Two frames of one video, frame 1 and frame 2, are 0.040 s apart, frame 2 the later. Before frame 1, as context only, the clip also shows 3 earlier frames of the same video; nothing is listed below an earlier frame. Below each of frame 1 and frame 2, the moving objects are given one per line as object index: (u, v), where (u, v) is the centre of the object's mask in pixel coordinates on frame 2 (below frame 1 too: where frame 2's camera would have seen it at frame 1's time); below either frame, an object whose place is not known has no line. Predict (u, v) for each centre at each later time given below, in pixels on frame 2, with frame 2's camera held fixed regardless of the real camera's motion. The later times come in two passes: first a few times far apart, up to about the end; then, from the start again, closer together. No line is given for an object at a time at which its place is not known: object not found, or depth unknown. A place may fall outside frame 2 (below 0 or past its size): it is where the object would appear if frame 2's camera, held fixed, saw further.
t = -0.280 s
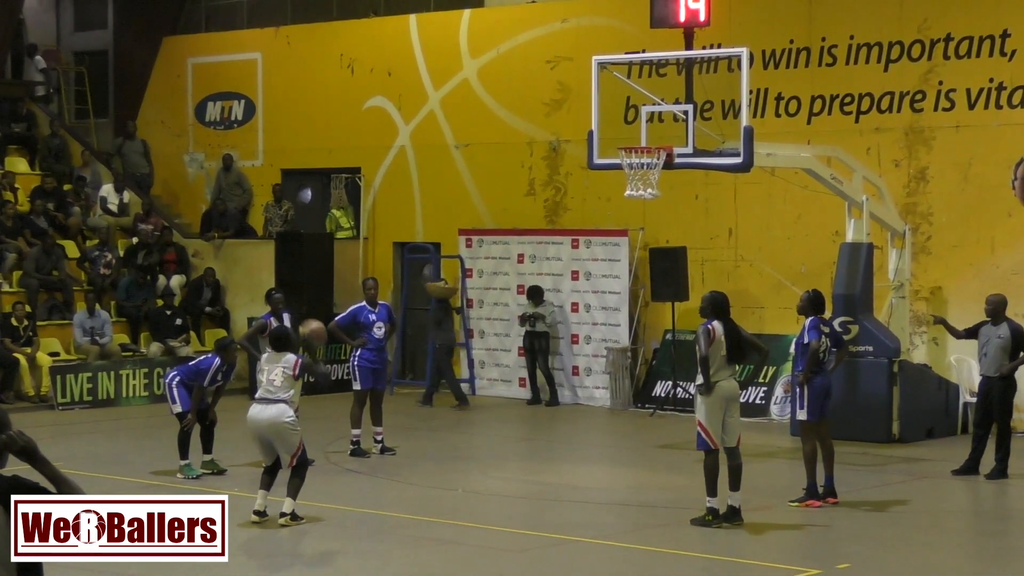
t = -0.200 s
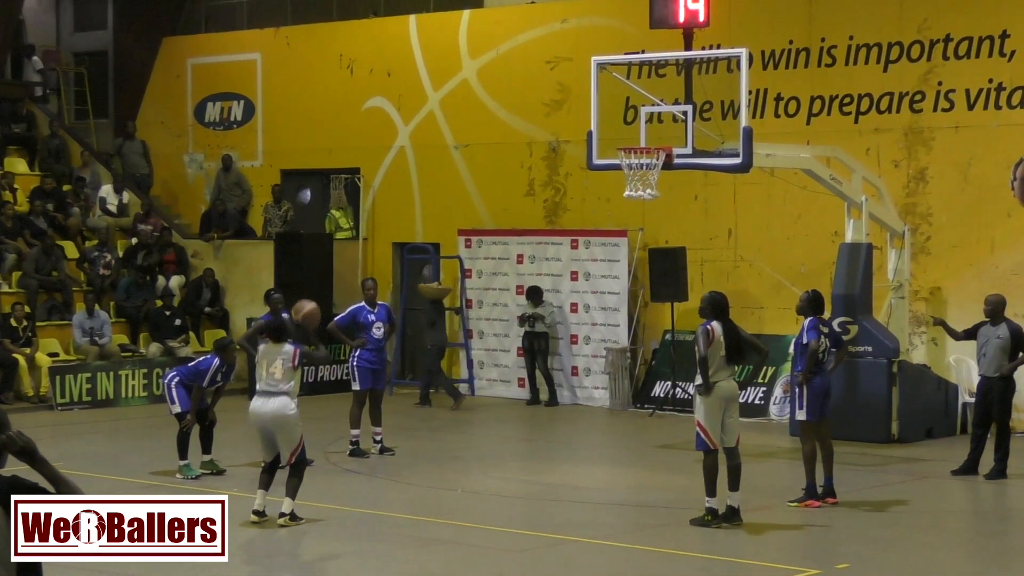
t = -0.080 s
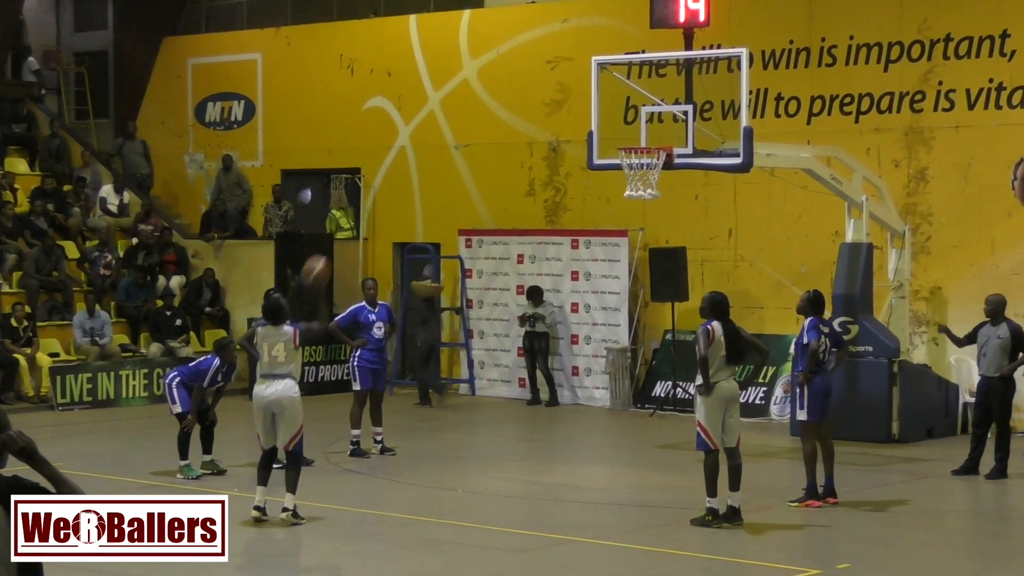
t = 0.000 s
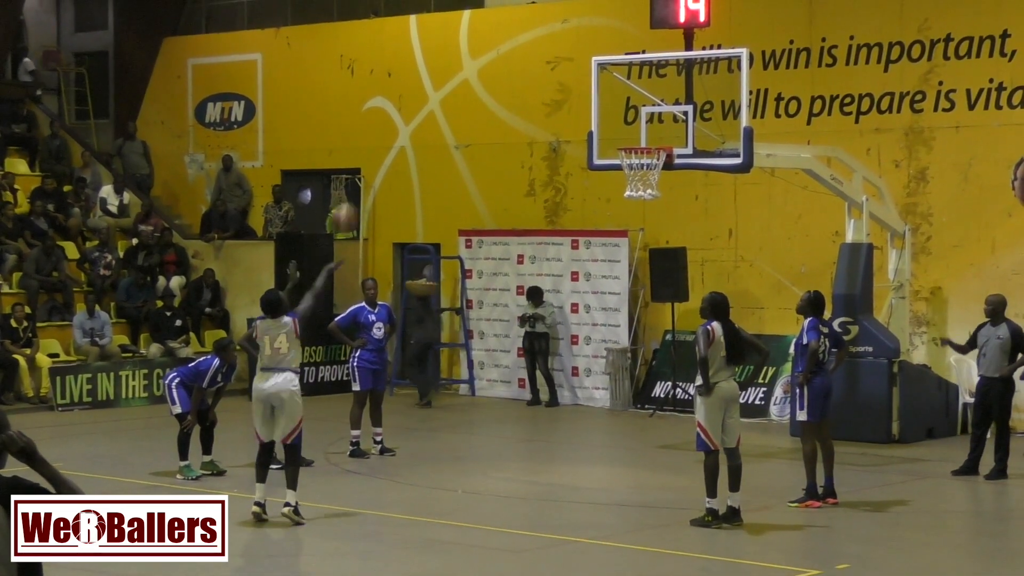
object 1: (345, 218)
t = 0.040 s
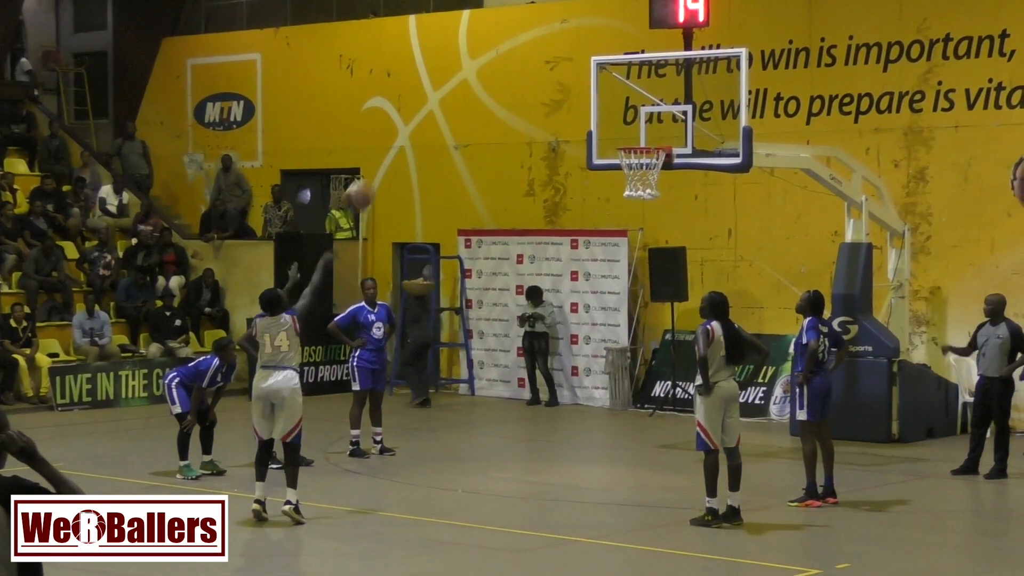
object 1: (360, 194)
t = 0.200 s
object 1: (418, 123)
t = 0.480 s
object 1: (514, 71)
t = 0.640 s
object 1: (564, 80)
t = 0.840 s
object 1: (624, 128)
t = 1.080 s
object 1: (657, 181)
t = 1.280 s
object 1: (653, 227)
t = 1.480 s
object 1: (649, 314)
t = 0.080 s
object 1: (374, 175)
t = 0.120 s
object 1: (390, 156)
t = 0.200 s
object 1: (418, 123)
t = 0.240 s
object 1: (433, 110)
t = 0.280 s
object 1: (447, 100)
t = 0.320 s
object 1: (461, 89)
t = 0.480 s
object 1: (514, 71)
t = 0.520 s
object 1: (527, 71)
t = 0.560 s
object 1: (540, 72)
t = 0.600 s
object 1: (552, 75)
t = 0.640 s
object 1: (564, 80)
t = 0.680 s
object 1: (577, 87)
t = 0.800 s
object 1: (612, 116)
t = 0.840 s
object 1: (624, 128)
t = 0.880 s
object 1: (635, 139)
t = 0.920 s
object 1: (645, 158)
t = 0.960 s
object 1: (657, 170)
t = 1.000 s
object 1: (658, 174)
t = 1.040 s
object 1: (659, 175)
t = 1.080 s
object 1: (657, 181)
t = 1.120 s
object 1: (657, 186)
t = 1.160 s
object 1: (656, 194)
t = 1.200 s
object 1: (655, 204)
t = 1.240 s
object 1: (654, 216)
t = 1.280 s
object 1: (653, 227)
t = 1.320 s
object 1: (652, 240)
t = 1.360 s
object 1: (651, 257)
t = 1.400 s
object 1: (650, 273)
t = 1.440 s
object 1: (651, 292)
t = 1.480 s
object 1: (649, 314)
